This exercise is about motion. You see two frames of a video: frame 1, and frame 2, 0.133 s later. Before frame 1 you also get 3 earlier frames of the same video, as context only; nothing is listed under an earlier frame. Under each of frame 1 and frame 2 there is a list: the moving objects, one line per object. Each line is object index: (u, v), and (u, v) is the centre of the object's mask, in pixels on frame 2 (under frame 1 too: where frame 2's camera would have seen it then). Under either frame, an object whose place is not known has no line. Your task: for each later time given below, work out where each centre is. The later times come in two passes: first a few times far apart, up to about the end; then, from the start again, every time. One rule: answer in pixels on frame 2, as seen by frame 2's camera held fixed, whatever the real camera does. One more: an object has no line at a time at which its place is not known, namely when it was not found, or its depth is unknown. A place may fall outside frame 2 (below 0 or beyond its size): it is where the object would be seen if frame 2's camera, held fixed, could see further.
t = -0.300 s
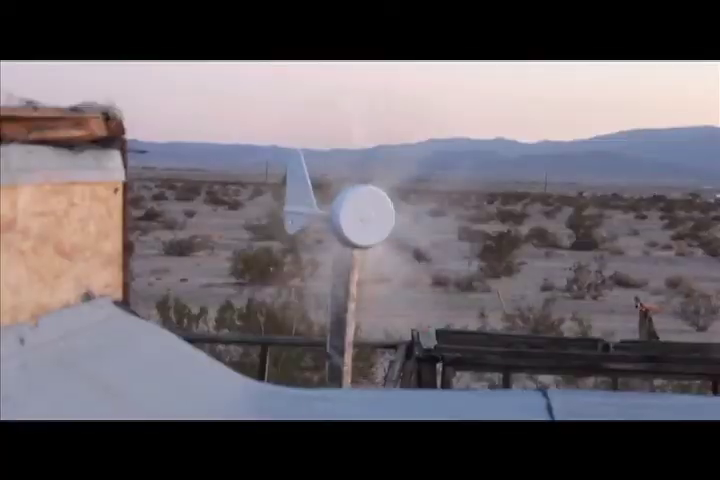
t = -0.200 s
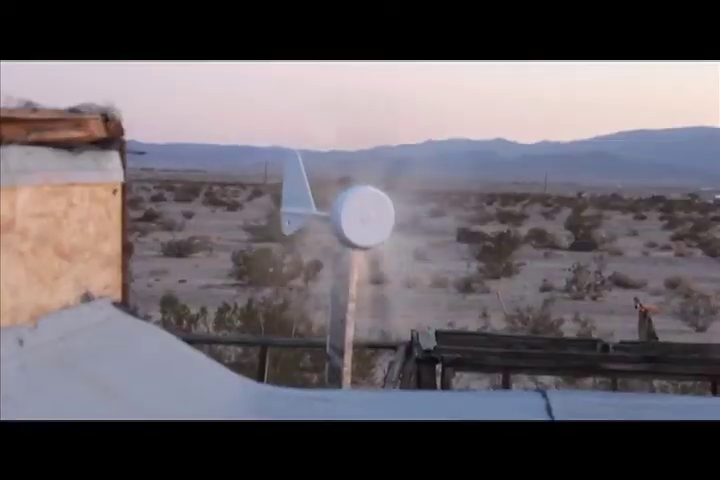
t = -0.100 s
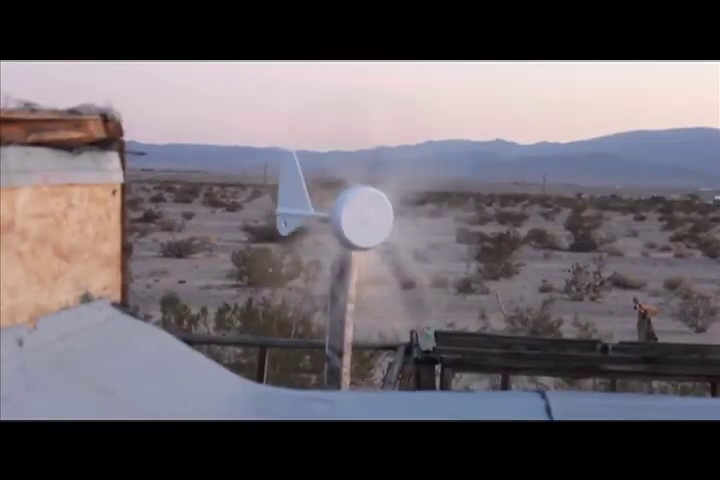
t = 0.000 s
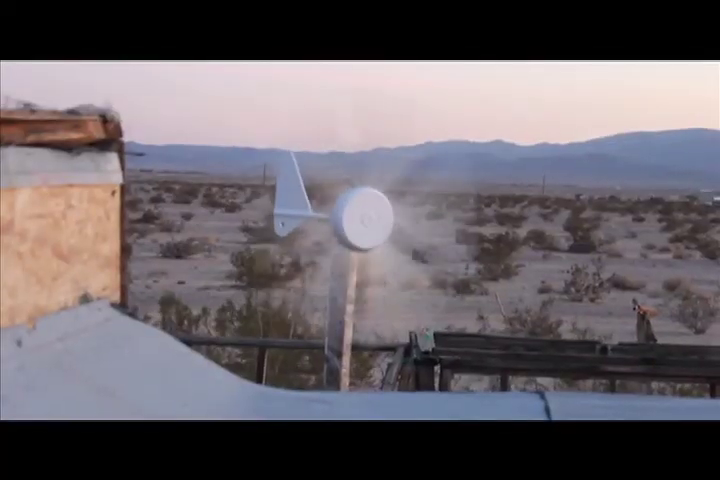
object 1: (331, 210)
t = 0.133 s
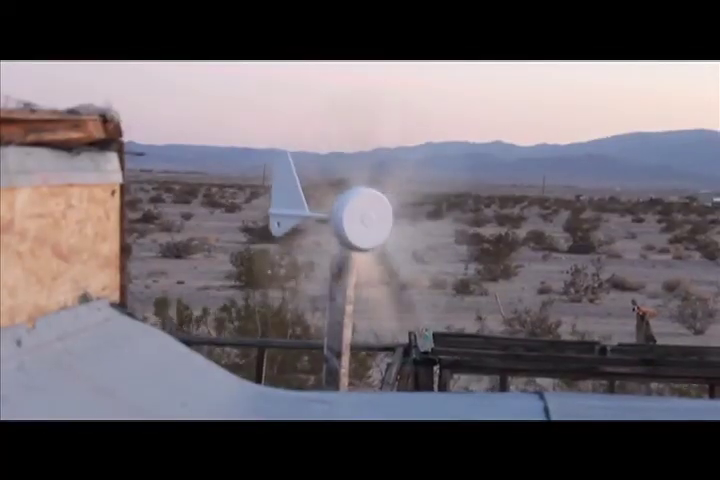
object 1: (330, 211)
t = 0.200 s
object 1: (332, 212)
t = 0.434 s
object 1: (324, 213)
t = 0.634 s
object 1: (322, 213)
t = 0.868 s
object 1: (322, 213)
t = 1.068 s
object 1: (332, 209)
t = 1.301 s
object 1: (336, 211)
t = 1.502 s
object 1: (342, 212)
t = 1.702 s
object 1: (347, 213)
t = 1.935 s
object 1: (348, 215)
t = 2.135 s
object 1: (347, 216)
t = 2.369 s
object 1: (345, 216)
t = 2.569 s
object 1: (345, 216)
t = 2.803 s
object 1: (346, 216)
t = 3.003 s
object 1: (348, 216)
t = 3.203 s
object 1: (349, 215)
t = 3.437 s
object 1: (347, 213)
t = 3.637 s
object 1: (342, 212)
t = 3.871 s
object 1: (338, 211)
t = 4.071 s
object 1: (334, 210)
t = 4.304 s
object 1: (331, 210)
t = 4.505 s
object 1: (331, 211)
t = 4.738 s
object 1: (332, 211)
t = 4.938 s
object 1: (332, 210)
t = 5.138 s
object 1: (333, 210)
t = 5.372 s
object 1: (334, 210)
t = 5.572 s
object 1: (332, 210)
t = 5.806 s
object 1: (332, 211)
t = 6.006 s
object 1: (325, 215)
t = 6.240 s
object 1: (323, 213)
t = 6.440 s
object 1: (325, 214)
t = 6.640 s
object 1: (325, 214)
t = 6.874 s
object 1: (333, 210)
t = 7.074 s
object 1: (333, 210)
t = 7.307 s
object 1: (336, 211)
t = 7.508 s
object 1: (338, 211)
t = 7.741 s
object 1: (340, 212)
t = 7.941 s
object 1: (341, 211)
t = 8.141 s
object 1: (342, 211)
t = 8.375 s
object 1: (341, 212)
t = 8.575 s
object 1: (339, 211)
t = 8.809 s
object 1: (336, 211)
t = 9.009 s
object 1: (332, 210)
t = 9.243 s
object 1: (327, 214)
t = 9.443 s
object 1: (323, 213)
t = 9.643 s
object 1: (317, 212)
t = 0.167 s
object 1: (333, 210)
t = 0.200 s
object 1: (332, 212)
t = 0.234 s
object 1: (330, 213)
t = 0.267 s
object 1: (326, 213)
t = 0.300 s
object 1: (326, 214)
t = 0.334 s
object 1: (324, 213)
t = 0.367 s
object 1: (325, 213)
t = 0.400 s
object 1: (324, 213)
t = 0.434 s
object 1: (324, 213)
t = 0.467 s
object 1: (324, 213)
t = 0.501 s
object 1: (325, 213)
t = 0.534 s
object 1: (325, 213)
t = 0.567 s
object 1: (325, 213)
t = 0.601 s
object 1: (321, 213)
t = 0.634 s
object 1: (322, 213)
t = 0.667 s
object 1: (325, 214)
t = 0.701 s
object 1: (322, 213)
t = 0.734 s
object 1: (325, 213)
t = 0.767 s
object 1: (325, 213)
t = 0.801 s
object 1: (324, 214)
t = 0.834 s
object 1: (322, 214)
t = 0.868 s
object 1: (322, 213)
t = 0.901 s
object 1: (324, 214)
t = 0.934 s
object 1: (326, 214)
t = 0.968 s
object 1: (327, 214)
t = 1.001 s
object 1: (327, 213)
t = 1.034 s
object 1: (330, 212)
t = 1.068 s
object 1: (332, 209)
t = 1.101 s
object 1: (332, 209)
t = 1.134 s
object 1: (332, 209)
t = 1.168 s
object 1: (333, 209)
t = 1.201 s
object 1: (334, 210)
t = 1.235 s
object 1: (335, 211)
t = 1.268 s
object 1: (335, 210)
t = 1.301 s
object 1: (336, 211)
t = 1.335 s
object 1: (338, 212)
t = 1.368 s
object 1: (339, 211)
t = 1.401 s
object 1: (340, 212)
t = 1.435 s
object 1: (340, 212)
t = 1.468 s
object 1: (341, 212)
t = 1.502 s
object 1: (342, 212)
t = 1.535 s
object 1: (343, 213)
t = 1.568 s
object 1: (343, 212)
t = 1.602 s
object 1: (345, 213)
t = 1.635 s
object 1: (346, 213)
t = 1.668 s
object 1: (347, 213)
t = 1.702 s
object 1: (347, 213)
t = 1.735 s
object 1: (347, 213)
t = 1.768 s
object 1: (348, 214)
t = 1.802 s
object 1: (349, 214)
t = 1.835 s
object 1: (349, 214)
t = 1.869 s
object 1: (349, 215)
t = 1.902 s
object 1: (349, 215)
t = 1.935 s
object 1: (348, 215)
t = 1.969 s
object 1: (348, 216)
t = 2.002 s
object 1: (348, 216)
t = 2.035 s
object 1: (347, 216)
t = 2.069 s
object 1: (348, 216)
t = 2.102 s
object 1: (347, 216)
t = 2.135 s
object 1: (347, 216)
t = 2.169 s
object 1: (347, 216)
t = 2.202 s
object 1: (346, 216)
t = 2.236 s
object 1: (346, 216)
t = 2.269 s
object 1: (346, 216)
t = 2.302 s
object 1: (346, 216)
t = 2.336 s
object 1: (346, 216)
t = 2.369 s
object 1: (345, 216)
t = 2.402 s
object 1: (345, 216)
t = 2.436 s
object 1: (344, 216)
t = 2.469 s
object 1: (345, 216)
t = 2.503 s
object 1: (345, 216)
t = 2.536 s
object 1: (345, 216)
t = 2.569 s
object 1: (345, 216)
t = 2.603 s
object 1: (345, 216)
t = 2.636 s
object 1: (345, 215)
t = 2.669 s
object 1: (345, 216)
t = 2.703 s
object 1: (345, 216)
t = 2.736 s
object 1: (345, 215)
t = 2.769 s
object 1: (345, 216)
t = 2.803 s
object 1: (346, 216)
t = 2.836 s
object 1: (346, 216)
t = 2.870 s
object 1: (346, 216)
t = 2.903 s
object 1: (346, 216)
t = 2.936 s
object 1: (347, 216)
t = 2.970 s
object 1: (347, 216)
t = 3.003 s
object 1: (348, 216)
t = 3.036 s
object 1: (348, 216)
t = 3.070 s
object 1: (348, 216)
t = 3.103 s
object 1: (348, 216)
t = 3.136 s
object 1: (349, 216)
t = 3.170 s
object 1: (349, 216)
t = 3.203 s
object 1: (349, 215)
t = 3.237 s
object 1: (350, 215)
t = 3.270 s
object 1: (349, 214)
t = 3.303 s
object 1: (349, 214)
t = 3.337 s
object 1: (349, 214)
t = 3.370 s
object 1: (348, 213)
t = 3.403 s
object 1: (348, 214)
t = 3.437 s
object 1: (347, 213)
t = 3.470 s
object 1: (346, 213)
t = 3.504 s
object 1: (345, 213)
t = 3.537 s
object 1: (344, 212)
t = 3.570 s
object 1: (343, 212)
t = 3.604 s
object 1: (342, 212)
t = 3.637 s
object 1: (342, 212)
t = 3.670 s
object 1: (341, 212)
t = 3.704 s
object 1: (341, 212)
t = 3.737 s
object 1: (341, 212)
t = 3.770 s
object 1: (340, 211)
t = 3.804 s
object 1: (339, 212)
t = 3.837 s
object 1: (338, 211)
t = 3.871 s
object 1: (338, 211)
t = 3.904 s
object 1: (337, 211)
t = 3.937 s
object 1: (336, 211)
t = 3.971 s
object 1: (336, 211)
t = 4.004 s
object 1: (336, 211)
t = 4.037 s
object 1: (335, 211)
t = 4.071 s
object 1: (334, 210)
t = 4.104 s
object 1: (334, 211)
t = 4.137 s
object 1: (334, 211)
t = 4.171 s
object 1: (334, 211)
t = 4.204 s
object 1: (333, 210)
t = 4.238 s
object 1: (332, 210)
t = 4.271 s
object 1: (332, 210)
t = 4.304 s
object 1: (331, 210)
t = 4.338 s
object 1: (331, 210)
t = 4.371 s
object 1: (332, 211)
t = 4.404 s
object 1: (332, 210)
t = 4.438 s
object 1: (332, 211)
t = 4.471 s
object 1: (333, 210)
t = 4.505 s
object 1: (331, 211)
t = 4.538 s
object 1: (332, 212)
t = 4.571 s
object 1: (332, 212)
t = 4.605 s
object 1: (333, 210)
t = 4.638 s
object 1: (332, 211)
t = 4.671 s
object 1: (332, 211)
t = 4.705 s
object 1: (332, 212)
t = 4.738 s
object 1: (332, 211)
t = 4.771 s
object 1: (332, 209)
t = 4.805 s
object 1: (332, 209)
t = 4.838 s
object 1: (332, 209)
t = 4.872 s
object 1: (332, 211)
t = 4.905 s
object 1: (332, 210)
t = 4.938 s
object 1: (332, 210)
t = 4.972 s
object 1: (332, 210)
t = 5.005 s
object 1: (331, 209)
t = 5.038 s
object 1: (331, 209)
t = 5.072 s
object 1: (332, 209)
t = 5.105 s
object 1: (333, 209)
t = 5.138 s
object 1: (333, 210)
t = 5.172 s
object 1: (333, 210)
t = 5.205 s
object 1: (333, 210)
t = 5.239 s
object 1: (333, 209)
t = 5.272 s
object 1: (333, 210)
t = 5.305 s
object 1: (333, 210)
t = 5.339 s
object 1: (334, 210)
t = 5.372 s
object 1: (334, 210)
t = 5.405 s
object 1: (333, 210)
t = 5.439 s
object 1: (333, 210)
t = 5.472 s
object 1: (332, 209)
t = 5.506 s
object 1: (331, 210)
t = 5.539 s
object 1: (333, 210)
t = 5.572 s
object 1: (332, 210)
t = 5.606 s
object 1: (333, 211)
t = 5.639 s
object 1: (332, 211)
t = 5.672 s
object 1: (332, 212)
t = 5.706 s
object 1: (332, 211)
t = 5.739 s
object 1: (333, 210)
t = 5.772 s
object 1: (333, 210)
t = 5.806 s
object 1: (332, 211)
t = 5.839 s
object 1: (326, 213)
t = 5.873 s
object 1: (328, 214)
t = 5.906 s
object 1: (326, 213)
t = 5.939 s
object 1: (327, 213)
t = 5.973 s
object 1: (324, 213)
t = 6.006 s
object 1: (325, 215)
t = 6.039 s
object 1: (326, 213)
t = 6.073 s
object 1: (327, 213)
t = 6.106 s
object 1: (327, 214)
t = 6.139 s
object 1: (324, 214)
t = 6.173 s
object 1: (325, 214)
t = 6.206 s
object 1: (325, 214)
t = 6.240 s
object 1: (323, 213)
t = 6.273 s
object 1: (325, 213)
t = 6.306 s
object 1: (326, 213)
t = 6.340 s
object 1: (323, 213)
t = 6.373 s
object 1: (323, 213)
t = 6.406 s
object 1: (322, 214)
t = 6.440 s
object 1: (325, 214)
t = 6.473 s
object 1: (325, 214)
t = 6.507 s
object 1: (326, 214)
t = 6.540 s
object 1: (326, 215)
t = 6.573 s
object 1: (323, 213)
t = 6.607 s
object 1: (326, 214)
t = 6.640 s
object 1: (325, 214)
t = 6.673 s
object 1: (325, 214)
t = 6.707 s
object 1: (327, 214)
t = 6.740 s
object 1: (333, 211)
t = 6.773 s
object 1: (333, 211)
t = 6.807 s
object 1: (333, 210)
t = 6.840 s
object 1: (333, 211)
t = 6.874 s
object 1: (333, 210)
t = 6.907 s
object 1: (332, 209)
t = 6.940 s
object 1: (332, 210)
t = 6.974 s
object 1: (332, 210)
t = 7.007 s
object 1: (332, 210)
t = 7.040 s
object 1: (333, 210)
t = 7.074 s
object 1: (333, 210)
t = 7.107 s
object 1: (333, 210)
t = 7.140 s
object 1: (333, 210)
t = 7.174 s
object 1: (334, 210)
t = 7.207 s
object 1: (334, 210)
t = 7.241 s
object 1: (335, 210)
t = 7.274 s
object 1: (336, 211)
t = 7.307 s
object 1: (336, 211)
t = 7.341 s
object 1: (336, 211)
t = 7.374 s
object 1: (337, 211)
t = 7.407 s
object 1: (337, 211)
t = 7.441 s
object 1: (338, 211)
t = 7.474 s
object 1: (338, 211)
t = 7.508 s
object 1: (338, 211)
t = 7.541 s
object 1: (338, 211)
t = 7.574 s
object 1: (338, 211)
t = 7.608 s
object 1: (338, 211)
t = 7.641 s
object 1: (339, 211)
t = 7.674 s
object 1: (340, 211)
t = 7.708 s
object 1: (340, 211)
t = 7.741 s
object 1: (340, 212)
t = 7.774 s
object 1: (341, 212)
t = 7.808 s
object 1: (340, 211)
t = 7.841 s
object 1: (341, 212)
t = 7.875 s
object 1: (341, 211)
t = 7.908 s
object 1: (341, 211)
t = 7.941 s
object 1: (341, 211)
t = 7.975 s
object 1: (341, 211)
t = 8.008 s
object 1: (341, 211)
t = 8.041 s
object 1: (341, 211)
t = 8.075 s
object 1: (341, 211)
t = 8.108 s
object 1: (342, 211)
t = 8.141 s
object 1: (342, 211)
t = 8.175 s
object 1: (342, 212)
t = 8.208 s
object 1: (342, 212)
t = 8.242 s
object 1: (342, 212)
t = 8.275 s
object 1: (341, 212)
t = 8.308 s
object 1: (341, 212)
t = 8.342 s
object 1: (341, 212)
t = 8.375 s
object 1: (341, 212)
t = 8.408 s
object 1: (341, 212)
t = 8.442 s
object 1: (341, 212)
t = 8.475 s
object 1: (341, 212)
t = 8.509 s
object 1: (340, 212)
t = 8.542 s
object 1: (339, 211)
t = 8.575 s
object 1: (339, 211)
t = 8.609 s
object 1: (339, 212)
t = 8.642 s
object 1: (339, 211)
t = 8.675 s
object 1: (338, 211)
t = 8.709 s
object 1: (337, 211)
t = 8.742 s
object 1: (337, 211)
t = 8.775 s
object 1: (336, 211)
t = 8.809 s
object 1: (336, 211)
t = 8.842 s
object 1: (335, 211)
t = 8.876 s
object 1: (334, 210)
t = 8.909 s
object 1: (333, 210)
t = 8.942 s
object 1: (333, 210)
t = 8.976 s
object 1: (332, 210)
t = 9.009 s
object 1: (332, 210)
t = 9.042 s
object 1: (332, 209)
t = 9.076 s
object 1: (333, 210)
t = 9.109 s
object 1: (333, 209)
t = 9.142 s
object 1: (332, 211)
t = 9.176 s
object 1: (327, 214)
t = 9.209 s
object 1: (328, 214)
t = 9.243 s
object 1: (327, 214)
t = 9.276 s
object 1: (325, 213)
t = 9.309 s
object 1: (324, 213)
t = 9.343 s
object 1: (325, 213)
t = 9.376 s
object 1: (324, 213)
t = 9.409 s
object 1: (321, 213)
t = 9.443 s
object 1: (323, 213)
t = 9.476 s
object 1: (320, 213)
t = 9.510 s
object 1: (323, 213)
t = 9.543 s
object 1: (322, 213)
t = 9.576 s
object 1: (322, 213)
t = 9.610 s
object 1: (319, 212)
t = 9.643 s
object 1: (317, 212)
